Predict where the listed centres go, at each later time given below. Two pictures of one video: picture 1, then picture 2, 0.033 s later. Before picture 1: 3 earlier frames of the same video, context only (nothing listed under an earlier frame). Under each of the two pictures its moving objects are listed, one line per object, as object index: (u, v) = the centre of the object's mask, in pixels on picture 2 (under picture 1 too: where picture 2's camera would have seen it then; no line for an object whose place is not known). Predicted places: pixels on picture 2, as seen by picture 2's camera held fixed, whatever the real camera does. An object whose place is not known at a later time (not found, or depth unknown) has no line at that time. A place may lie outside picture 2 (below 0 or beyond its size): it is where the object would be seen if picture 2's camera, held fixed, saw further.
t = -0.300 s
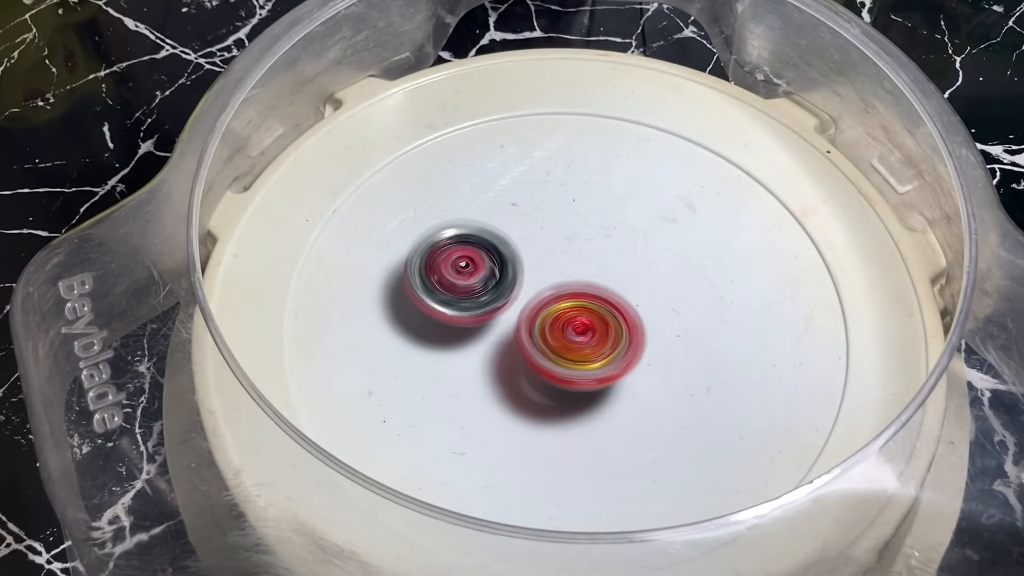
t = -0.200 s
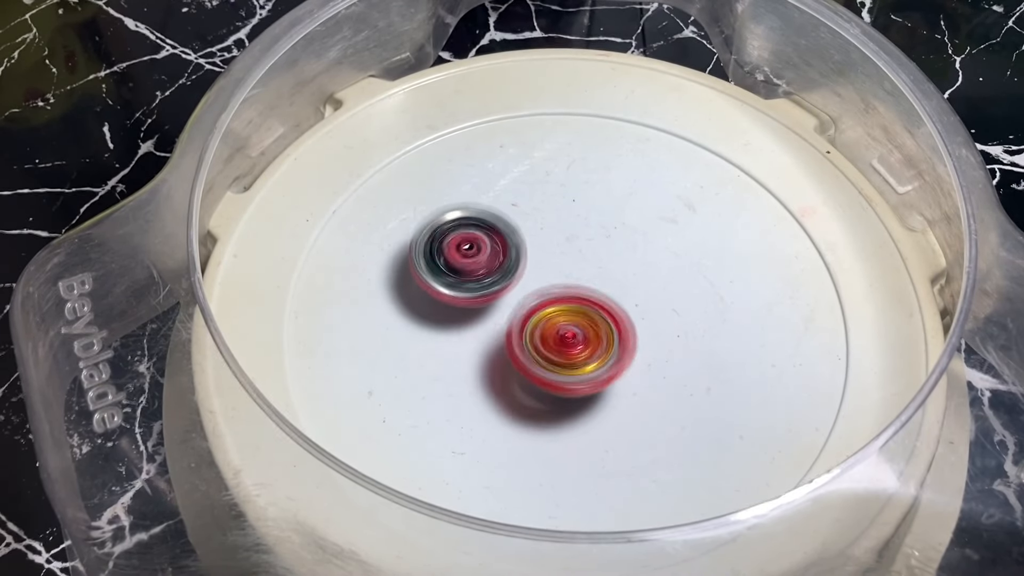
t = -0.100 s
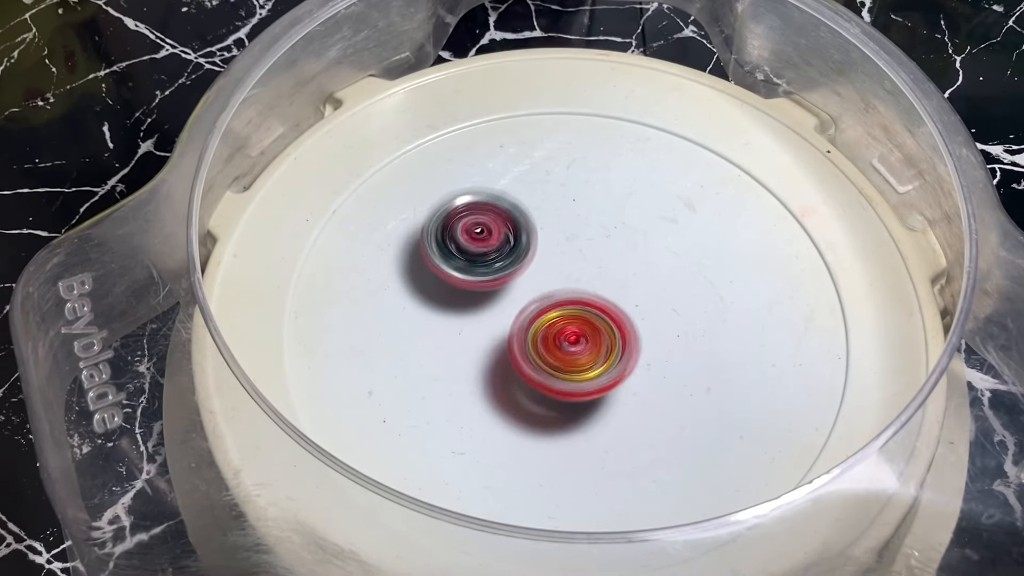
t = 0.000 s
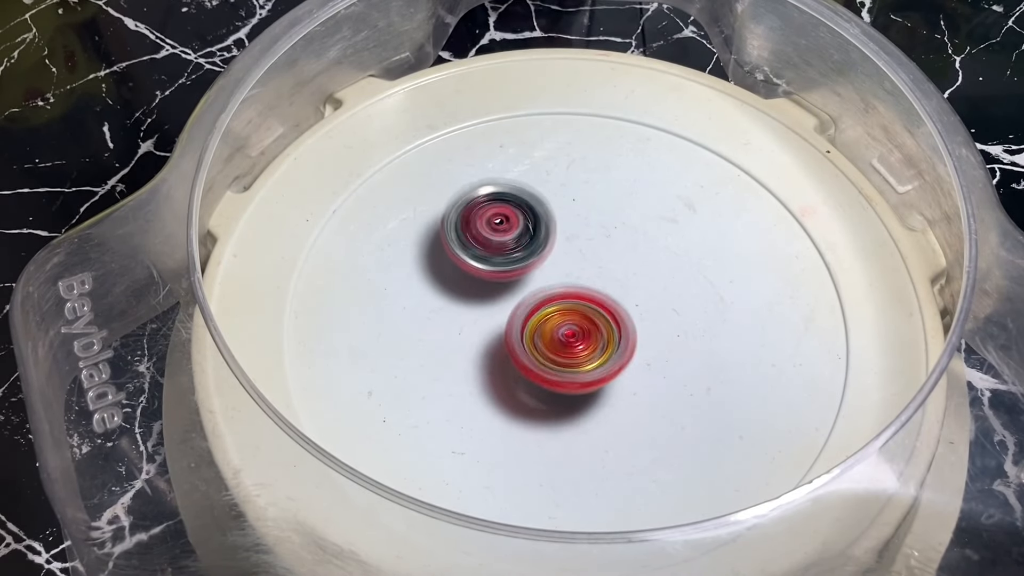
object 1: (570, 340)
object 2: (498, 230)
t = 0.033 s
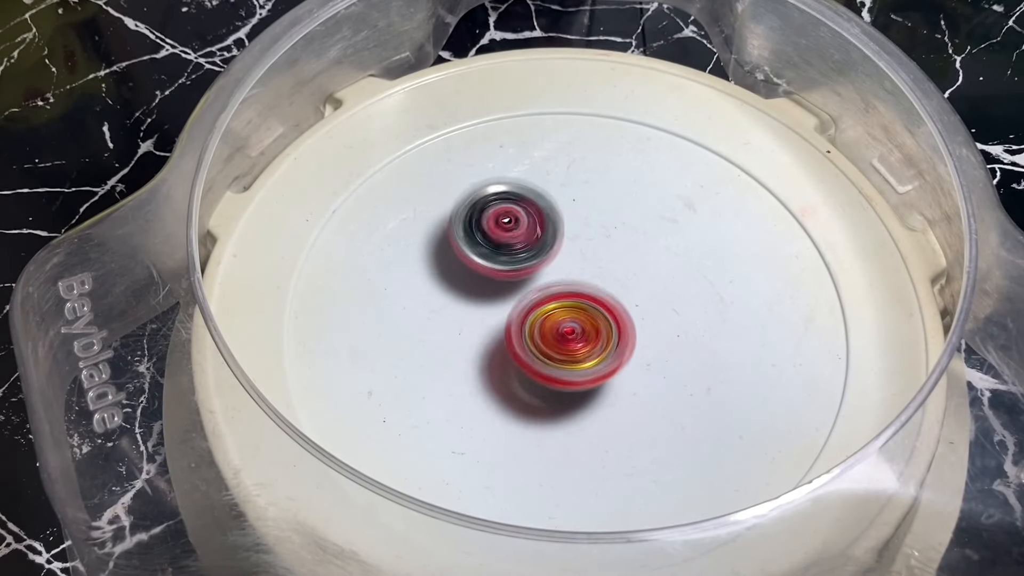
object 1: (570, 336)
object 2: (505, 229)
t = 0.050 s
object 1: (569, 336)
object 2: (509, 228)
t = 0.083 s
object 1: (567, 334)
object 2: (517, 228)
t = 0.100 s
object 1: (567, 332)
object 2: (521, 228)
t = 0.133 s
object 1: (563, 329)
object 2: (529, 228)
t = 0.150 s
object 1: (560, 328)
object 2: (533, 228)
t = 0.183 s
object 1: (558, 331)
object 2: (538, 225)
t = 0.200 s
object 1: (558, 334)
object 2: (541, 223)
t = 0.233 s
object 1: (556, 340)
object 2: (547, 221)
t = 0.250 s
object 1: (555, 341)
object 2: (551, 221)
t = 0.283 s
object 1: (555, 344)
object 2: (558, 222)
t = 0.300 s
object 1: (554, 345)
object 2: (562, 222)
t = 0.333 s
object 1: (554, 346)
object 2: (569, 224)
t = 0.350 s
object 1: (554, 346)
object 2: (572, 224)
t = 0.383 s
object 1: (553, 347)
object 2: (579, 227)
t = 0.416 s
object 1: (552, 346)
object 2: (585, 230)
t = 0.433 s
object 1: (552, 345)
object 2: (588, 232)
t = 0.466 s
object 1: (552, 344)
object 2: (594, 236)
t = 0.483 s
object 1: (552, 344)
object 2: (596, 239)
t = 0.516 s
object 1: (551, 342)
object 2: (601, 244)
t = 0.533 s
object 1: (551, 342)
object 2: (604, 246)
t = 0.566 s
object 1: (549, 340)
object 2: (607, 252)
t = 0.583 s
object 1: (546, 339)
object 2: (610, 254)
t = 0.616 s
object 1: (543, 340)
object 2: (614, 257)
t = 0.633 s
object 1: (542, 340)
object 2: (617, 260)
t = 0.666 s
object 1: (539, 341)
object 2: (621, 265)
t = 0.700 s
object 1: (536, 341)
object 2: (624, 272)
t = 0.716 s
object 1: (533, 341)
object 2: (625, 275)
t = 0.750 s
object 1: (529, 343)
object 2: (627, 280)
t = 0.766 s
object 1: (526, 345)
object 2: (628, 283)
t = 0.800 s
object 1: (521, 347)
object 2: (630, 287)
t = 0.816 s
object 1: (521, 347)
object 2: (630, 291)
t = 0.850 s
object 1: (518, 349)
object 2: (631, 295)
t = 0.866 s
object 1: (515, 350)
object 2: (631, 299)
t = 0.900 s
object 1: (513, 351)
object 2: (630, 303)
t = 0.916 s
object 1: (513, 352)
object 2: (630, 306)
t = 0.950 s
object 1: (511, 352)
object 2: (627, 311)
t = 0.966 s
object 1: (508, 352)
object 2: (628, 313)
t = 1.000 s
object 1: (503, 353)
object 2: (628, 315)
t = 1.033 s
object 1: (501, 354)
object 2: (626, 320)
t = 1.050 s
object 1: (499, 355)
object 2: (624, 322)
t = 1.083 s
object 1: (497, 356)
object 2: (622, 326)
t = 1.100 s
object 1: (497, 356)
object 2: (622, 327)
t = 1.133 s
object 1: (490, 356)
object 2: (622, 331)
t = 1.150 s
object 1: (486, 355)
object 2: (622, 332)
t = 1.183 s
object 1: (483, 355)
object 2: (620, 336)
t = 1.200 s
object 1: (482, 356)
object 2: (619, 338)
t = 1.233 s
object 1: (479, 354)
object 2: (616, 341)
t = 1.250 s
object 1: (479, 352)
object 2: (614, 342)
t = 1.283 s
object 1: (478, 350)
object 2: (610, 346)
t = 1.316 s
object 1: (476, 347)
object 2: (607, 347)
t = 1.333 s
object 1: (473, 344)
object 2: (606, 348)
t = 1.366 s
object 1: (463, 340)
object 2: (607, 348)
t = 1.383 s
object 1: (461, 338)
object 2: (605, 349)
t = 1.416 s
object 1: (457, 335)
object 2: (603, 349)
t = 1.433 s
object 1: (454, 333)
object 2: (601, 350)
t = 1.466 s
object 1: (452, 330)
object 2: (597, 350)
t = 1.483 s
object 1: (454, 329)
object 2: (594, 350)
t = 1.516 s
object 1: (454, 326)
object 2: (590, 349)
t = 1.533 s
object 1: (453, 324)
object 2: (588, 349)
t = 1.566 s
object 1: (455, 321)
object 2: (584, 348)
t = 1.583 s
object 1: (455, 319)
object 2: (585, 346)
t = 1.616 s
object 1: (451, 313)
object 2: (588, 344)
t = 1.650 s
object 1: (451, 309)
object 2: (588, 342)
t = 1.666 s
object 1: (450, 306)
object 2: (588, 341)
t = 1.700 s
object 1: (453, 302)
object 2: (588, 338)
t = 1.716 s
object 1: (456, 303)
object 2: (587, 338)
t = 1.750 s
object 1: (459, 300)
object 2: (587, 335)
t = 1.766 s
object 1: (460, 297)
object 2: (586, 334)
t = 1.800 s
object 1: (463, 294)
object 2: (587, 330)
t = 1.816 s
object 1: (463, 294)
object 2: (589, 329)
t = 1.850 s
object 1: (463, 291)
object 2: (594, 326)
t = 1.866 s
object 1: (463, 288)
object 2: (595, 325)
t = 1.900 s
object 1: (465, 286)
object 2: (597, 323)
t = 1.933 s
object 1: (469, 284)
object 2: (599, 320)
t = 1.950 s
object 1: (472, 284)
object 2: (600, 319)
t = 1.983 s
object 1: (477, 283)
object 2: (601, 316)
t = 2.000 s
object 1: (479, 281)
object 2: (601, 316)
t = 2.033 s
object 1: (482, 278)
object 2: (606, 314)
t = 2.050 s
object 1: (483, 278)
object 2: (608, 313)
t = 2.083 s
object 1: (486, 276)
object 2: (612, 311)
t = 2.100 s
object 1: (487, 272)
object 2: (612, 311)
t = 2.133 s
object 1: (491, 271)
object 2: (615, 311)
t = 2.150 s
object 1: (494, 273)
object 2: (616, 309)
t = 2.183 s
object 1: (498, 271)
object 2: (619, 308)
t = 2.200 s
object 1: (497, 268)
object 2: (623, 308)
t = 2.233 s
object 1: (499, 266)
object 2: (628, 307)
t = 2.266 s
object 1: (501, 265)
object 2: (631, 307)
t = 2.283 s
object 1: (504, 267)
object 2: (633, 306)
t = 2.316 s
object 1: (509, 267)
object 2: (634, 306)
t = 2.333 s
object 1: (509, 265)
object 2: (635, 305)
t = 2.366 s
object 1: (515, 266)
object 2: (635, 306)
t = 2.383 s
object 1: (518, 267)
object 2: (637, 306)
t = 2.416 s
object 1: (517, 264)
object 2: (642, 308)
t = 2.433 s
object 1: (518, 263)
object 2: (644, 309)
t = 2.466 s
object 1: (521, 262)
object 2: (646, 309)
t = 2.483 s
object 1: (525, 262)
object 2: (646, 310)
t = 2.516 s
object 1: (531, 263)
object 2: (646, 310)
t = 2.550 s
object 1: (529, 261)
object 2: (655, 312)
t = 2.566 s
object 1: (524, 260)
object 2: (661, 315)
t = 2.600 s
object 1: (520, 259)
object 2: (666, 317)
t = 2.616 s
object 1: (520, 260)
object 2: (667, 319)
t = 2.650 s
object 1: (517, 263)
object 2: (669, 323)
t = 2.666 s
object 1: (515, 266)
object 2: (670, 324)
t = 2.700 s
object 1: (514, 272)
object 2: (670, 328)
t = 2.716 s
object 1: (515, 273)
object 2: (671, 330)
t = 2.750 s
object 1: (516, 279)
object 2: (669, 334)
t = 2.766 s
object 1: (517, 282)
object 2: (669, 335)
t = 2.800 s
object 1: (521, 288)
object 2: (665, 338)
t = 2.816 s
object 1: (523, 290)
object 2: (663, 341)
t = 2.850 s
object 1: (528, 295)
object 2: (657, 342)
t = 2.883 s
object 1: (533, 299)
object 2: (654, 344)
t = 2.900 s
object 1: (530, 297)
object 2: (661, 346)
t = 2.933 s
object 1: (520, 294)
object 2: (670, 349)
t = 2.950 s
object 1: (516, 294)
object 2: (672, 349)
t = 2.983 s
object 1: (512, 294)
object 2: (671, 353)
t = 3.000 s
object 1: (510, 293)
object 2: (671, 355)
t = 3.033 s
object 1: (508, 295)
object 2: (670, 359)
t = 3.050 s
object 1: (510, 298)
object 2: (668, 361)
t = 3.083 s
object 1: (510, 301)
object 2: (664, 363)
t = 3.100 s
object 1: (507, 302)
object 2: (662, 363)
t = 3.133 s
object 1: (507, 306)
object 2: (656, 365)
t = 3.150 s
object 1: (509, 307)
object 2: (654, 365)
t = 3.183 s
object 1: (509, 309)
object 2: (648, 366)
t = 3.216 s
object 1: (508, 310)
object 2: (641, 366)
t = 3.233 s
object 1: (509, 313)
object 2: (638, 365)
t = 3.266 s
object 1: (509, 314)
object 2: (631, 364)
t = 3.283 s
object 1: (507, 313)
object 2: (626, 364)
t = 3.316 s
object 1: (498, 307)
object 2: (638, 367)
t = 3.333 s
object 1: (496, 303)
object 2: (643, 367)
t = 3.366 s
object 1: (490, 299)
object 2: (645, 367)
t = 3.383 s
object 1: (488, 299)
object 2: (645, 368)
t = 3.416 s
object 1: (487, 296)
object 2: (642, 369)
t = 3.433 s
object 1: (484, 295)
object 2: (641, 370)
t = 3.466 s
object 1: (484, 294)
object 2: (638, 371)
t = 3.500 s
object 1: (485, 294)
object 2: (633, 370)
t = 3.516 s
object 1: (486, 293)
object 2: (629, 371)
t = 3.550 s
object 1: (486, 292)
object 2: (625, 370)
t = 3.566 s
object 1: (488, 294)
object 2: (622, 368)
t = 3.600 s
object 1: (490, 293)
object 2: (616, 367)
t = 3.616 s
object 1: (488, 293)
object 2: (614, 366)
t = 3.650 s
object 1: (491, 295)
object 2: (608, 364)
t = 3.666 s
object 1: (493, 293)
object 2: (604, 363)
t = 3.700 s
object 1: (494, 292)
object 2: (598, 360)
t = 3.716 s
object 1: (492, 290)
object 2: (601, 360)
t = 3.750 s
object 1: (491, 284)
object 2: (605, 360)
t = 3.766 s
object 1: (490, 283)
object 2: (605, 359)
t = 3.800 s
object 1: (494, 281)
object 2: (601, 358)
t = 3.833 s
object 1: (498, 279)
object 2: (597, 357)
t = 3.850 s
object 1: (498, 278)
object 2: (595, 357)
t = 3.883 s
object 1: (494, 274)
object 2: (602, 358)
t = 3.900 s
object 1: (490, 272)
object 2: (608, 360)
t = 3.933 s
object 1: (485, 266)
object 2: (613, 360)
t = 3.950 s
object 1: (482, 263)
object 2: (612, 359)
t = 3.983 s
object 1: (479, 259)
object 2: (613, 359)
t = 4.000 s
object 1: (478, 256)
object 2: (613, 359)
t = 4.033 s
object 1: (476, 254)
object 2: (612, 358)
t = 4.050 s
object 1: (477, 254)
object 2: (611, 358)
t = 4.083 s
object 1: (478, 252)
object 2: (609, 356)
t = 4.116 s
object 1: (480, 251)
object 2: (607, 354)
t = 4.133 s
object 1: (480, 250)
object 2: (606, 353)
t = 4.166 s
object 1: (482, 252)
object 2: (603, 350)
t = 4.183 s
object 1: (483, 251)
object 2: (601, 349)
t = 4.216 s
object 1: (487, 253)
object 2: (598, 347)
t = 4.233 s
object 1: (490, 254)
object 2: (596, 345)
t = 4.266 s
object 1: (495, 255)
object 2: (593, 342)
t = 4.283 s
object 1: (497, 257)
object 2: (591, 341)
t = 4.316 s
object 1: (502, 257)
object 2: (589, 339)
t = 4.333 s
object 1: (504, 256)
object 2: (591, 339)
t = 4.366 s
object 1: (498, 249)
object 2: (602, 343)
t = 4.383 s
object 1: (499, 246)
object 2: (603, 344)
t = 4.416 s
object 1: (496, 242)
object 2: (605, 345)
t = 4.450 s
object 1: (493, 241)
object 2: (606, 346)
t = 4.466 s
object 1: (494, 242)
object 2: (607, 347)
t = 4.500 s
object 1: (494, 242)
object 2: (607, 348)
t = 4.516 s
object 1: (493, 243)
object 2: (606, 347)
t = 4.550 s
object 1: (494, 245)
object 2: (605, 347)
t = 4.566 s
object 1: (494, 245)
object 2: (605, 348)
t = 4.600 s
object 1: (498, 249)
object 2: (603, 347)
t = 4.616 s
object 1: (502, 251)
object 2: (601, 346)
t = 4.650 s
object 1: (507, 255)
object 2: (599, 345)
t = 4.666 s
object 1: (509, 258)
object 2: (598, 344)
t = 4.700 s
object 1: (514, 259)
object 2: (598, 344)
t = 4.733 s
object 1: (513, 257)
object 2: (606, 347)
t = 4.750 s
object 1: (512, 256)
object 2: (608, 348)
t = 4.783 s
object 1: (511, 256)
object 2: (608, 349)
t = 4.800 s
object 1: (512, 256)
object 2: (609, 351)
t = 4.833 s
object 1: (511, 258)
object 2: (609, 351)
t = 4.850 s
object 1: (512, 260)
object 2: (610, 351)
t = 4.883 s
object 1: (514, 263)
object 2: (610, 352)
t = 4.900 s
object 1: (514, 264)
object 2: (609, 352)
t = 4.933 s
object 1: (516, 266)
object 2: (607, 352)
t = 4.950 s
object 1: (518, 268)
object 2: (607, 351)
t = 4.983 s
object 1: (518, 267)
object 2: (613, 354)
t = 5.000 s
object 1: (518, 267)
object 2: (615, 356)
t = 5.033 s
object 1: (517, 267)
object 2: (616, 358)
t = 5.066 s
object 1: (517, 267)
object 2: (617, 359)
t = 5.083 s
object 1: (516, 268)
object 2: (618, 359)
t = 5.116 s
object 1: (517, 270)
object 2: (618, 360)
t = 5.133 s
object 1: (519, 270)
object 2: (617, 361)
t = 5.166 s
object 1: (520, 272)
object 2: (616, 361)
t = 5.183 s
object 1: (521, 273)
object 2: (616, 361)
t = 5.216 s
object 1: (524, 277)
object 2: (615, 361)
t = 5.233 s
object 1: (524, 278)
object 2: (613, 360)
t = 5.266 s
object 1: (525, 277)
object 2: (616, 363)
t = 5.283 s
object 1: (524, 276)
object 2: (616, 364)
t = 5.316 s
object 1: (524, 277)
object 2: (614, 364)
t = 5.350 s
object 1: (524, 278)
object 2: (611, 364)
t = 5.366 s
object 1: (524, 278)
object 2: (611, 363)
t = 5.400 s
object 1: (522, 275)
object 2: (612, 366)
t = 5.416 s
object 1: (518, 274)
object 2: (611, 367)
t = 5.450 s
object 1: (516, 273)
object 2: (609, 366)
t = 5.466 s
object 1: (516, 271)
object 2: (608, 366)
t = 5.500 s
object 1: (512, 270)
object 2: (604, 366)
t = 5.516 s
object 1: (513, 271)
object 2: (603, 364)
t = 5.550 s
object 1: (512, 271)
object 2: (599, 363)
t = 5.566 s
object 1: (511, 272)
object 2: (596, 363)
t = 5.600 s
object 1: (511, 272)
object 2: (592, 361)
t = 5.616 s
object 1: (509, 272)
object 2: (590, 360)
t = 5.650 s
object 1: (505, 265)
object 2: (600, 370)
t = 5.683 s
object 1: (497, 256)
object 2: (613, 380)
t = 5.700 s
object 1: (493, 252)
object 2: (618, 383)
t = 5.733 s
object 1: (488, 251)
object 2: (619, 386)
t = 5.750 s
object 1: (486, 249)
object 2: (620, 387)
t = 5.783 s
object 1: (482, 245)
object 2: (619, 391)
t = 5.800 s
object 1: (481, 244)
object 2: (618, 392)
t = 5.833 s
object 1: (477, 242)
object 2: (618, 394)
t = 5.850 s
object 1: (476, 242)
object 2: (617, 396)
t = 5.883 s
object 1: (473, 240)
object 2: (615, 397)
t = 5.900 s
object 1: (471, 240)
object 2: (615, 397)
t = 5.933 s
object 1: (470, 241)
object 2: (612, 398)
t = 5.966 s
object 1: (471, 241)
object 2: (608, 397)
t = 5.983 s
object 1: (469, 242)
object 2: (607, 396)
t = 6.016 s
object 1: (470, 245)
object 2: (603, 394)
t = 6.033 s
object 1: (471, 246)
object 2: (600, 393)
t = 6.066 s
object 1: (474, 249)
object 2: (596, 391)
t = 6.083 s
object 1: (476, 251)
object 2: (595, 390)
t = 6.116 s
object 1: (479, 255)
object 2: (590, 387)
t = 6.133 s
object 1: (482, 259)
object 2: (588, 384)
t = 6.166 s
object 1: (486, 263)
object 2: (582, 381)
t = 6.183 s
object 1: (487, 266)
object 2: (578, 379)
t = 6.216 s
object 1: (493, 272)
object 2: (573, 374)
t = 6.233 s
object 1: (495, 273)
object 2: (570, 373)
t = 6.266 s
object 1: (498, 270)
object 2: (574, 376)
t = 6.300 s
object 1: (498, 266)
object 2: (579, 381)
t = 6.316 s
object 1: (501, 266)
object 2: (579, 380)
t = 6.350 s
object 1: (503, 264)
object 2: (575, 379)
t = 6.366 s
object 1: (504, 266)
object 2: (572, 380)
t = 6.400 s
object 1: (508, 268)
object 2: (569, 379)
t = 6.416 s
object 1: (509, 269)
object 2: (568, 379)
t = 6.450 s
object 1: (513, 273)
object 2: (562, 378)
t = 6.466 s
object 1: (515, 272)
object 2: (562, 378)
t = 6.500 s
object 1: (517, 272)
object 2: (561, 380)
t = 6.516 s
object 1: (518, 271)
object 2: (559, 378)
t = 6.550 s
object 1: (522, 270)
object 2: (555, 378)
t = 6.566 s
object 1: (524, 270)
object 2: (554, 378)
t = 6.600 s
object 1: (527, 266)
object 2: (553, 379)
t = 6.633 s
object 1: (529, 262)
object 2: (551, 379)
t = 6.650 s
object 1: (531, 260)
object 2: (549, 380)
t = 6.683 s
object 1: (532, 256)
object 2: (546, 381)
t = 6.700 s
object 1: (534, 256)
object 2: (546, 380)
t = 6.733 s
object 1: (537, 253)
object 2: (543, 379)
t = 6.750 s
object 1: (536, 252)
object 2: (541, 378)
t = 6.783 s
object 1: (540, 251)
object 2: (539, 376)
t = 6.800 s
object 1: (541, 250)
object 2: (537, 375)
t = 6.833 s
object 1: (543, 250)
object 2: (535, 373)
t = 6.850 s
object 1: (545, 249)
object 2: (534, 372)
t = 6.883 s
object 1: (548, 250)
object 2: (532, 369)
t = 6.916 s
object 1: (550, 253)
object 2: (531, 365)
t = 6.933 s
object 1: (552, 253)
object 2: (529, 365)
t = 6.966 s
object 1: (556, 255)
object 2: (527, 361)
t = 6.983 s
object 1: (558, 256)
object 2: (527, 361)
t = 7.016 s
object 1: (564, 255)
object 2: (525, 362)
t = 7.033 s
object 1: (568, 252)
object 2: (524, 364)
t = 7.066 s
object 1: (572, 249)
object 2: (521, 365)
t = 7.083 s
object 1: (576, 249)
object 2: (518, 365)
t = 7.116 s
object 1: (579, 246)
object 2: (515, 365)
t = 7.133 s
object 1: (580, 247)
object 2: (513, 365)
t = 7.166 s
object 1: (584, 246)
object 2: (510, 364)
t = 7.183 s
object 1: (584, 246)
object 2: (509, 364)
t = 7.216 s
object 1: (588, 246)
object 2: (505, 363)
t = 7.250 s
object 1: (591, 246)
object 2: (502, 360)
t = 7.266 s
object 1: (591, 248)
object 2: (502, 360)
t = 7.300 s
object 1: (595, 251)
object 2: (500, 358)
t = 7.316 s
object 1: (595, 253)
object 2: (500, 356)
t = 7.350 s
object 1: (598, 257)
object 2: (499, 354)
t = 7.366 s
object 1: (599, 259)
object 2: (498, 352)
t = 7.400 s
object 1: (600, 264)
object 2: (498, 349)
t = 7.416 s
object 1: (600, 267)
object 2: (498, 348)
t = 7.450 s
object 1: (601, 273)
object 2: (498, 344)
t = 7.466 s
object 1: (601, 275)
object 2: (498, 343)
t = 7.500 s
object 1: (605, 280)
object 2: (497, 341)
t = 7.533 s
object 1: (607, 284)
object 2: (497, 339)
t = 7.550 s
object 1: (609, 286)
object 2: (496, 338)
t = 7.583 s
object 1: (612, 288)
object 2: (495, 334)
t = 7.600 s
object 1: (612, 290)
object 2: (495, 334)
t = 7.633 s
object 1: (615, 293)
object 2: (494, 330)
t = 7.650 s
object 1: (616, 294)
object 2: (493, 329)
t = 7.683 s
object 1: (618, 298)
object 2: (493, 327)
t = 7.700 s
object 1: (619, 299)
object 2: (493, 325)
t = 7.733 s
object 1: (620, 302)
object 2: (492, 322)
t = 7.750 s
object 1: (620, 304)
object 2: (491, 320)
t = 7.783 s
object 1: (620, 306)
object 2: (492, 317)
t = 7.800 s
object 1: (620, 308)
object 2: (492, 316)
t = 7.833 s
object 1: (624, 312)
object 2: (489, 314)
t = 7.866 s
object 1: (629, 314)
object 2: (484, 312)
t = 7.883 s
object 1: (632, 317)
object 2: (484, 310)
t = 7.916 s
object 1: (633, 319)
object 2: (482, 307)
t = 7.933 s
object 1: (635, 322)
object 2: (481, 305)
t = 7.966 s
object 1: (636, 323)
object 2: (480, 303)
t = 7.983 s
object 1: (635, 325)
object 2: (479, 301)
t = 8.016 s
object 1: (636, 327)
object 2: (478, 298)
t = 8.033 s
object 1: (633, 327)
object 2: (478, 297)
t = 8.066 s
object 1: (632, 329)
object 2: (478, 294)
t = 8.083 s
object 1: (628, 330)
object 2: (478, 293)
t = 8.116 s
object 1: (625, 331)
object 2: (478, 291)
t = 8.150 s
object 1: (618, 331)
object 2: (479, 288)
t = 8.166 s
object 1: (614, 333)
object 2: (480, 287)
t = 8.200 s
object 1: (609, 332)
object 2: (482, 285)
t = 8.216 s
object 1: (603, 333)
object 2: (483, 284)
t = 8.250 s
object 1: (598, 333)
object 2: (484, 282)
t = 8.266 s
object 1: (596, 333)
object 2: (482, 281)
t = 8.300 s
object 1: (594, 337)
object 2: (481, 279)
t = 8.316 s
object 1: (592, 337)
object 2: (482, 279)
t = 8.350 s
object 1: (587, 339)
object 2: (482, 275)
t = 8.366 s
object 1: (585, 339)
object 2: (482, 275)
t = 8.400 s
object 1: (581, 341)
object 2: (482, 272)
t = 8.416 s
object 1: (580, 342)
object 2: (483, 271)
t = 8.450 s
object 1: (576, 344)
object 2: (483, 270)
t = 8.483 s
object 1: (573, 344)
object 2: (485, 267)
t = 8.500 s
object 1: (572, 344)
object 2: (486, 266)
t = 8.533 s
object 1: (569, 345)
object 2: (487, 265)
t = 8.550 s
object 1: (568, 346)
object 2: (488, 263)
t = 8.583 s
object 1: (566, 348)
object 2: (488, 262)
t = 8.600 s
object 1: (565, 348)
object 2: (490, 261)
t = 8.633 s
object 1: (561, 349)
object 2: (492, 260)
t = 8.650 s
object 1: (561, 351)
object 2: (493, 258)
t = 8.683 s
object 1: (559, 352)
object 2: (495, 257)
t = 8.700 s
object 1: (559, 353)
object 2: (496, 257)
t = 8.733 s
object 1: (556, 353)
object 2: (499, 256)
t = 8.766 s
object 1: (556, 351)
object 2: (502, 255)
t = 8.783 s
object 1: (554, 351)
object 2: (503, 255)
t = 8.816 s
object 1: (554, 351)
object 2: (506, 254)
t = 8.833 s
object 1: (552, 352)
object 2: (506, 253)
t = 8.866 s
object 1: (553, 352)
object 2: (510, 253)
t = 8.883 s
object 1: (551, 352)
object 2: (511, 253)
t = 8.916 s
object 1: (553, 352)
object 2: (515, 252)
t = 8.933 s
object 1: (552, 351)
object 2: (516, 252)
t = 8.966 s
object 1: (553, 352)
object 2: (518, 251)
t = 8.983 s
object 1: (552, 351)
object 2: (519, 251)
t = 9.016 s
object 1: (553, 352)
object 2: (522, 250)
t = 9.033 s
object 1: (552, 352)
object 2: (523, 250)
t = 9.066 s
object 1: (553, 351)
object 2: (527, 248)
